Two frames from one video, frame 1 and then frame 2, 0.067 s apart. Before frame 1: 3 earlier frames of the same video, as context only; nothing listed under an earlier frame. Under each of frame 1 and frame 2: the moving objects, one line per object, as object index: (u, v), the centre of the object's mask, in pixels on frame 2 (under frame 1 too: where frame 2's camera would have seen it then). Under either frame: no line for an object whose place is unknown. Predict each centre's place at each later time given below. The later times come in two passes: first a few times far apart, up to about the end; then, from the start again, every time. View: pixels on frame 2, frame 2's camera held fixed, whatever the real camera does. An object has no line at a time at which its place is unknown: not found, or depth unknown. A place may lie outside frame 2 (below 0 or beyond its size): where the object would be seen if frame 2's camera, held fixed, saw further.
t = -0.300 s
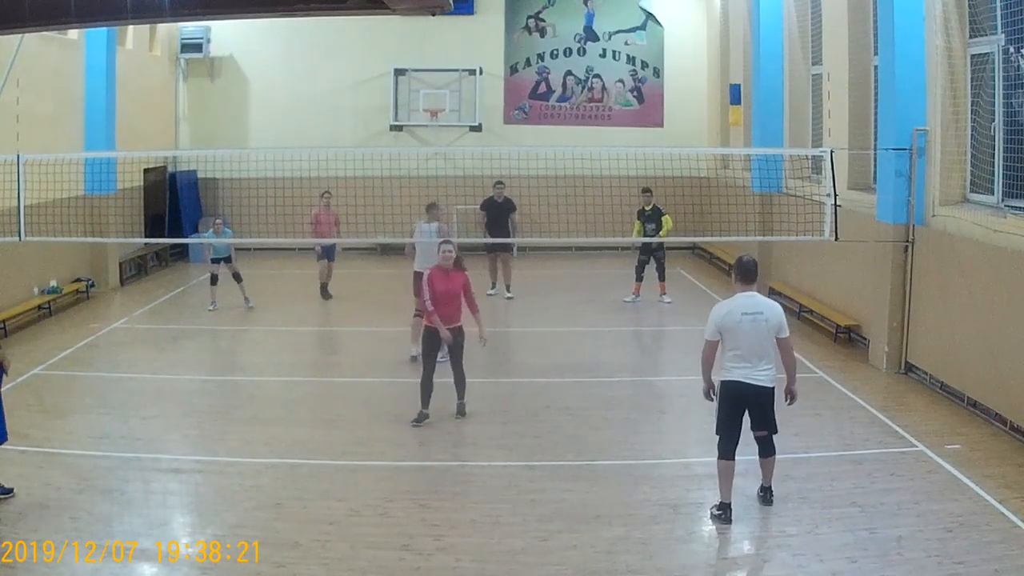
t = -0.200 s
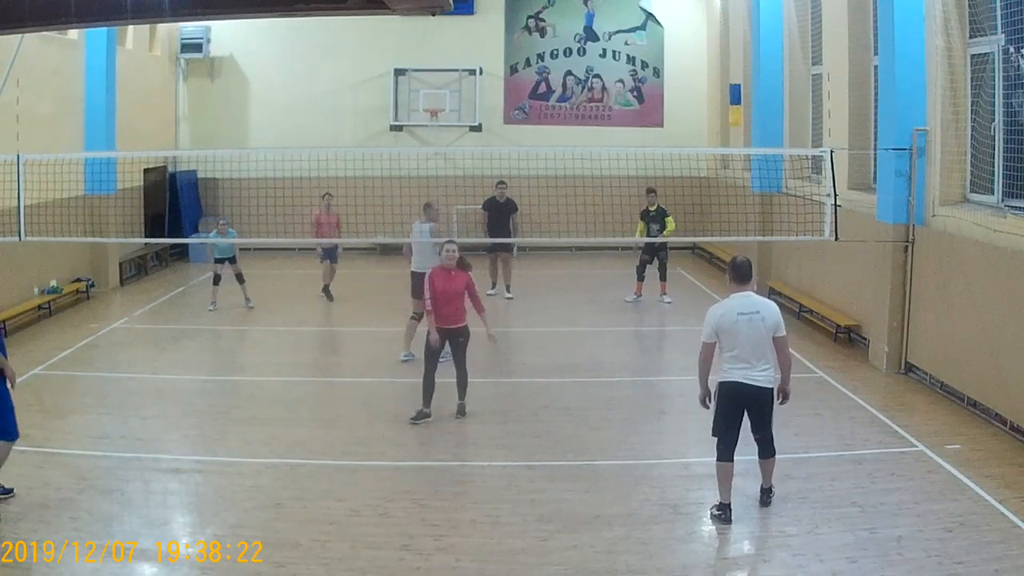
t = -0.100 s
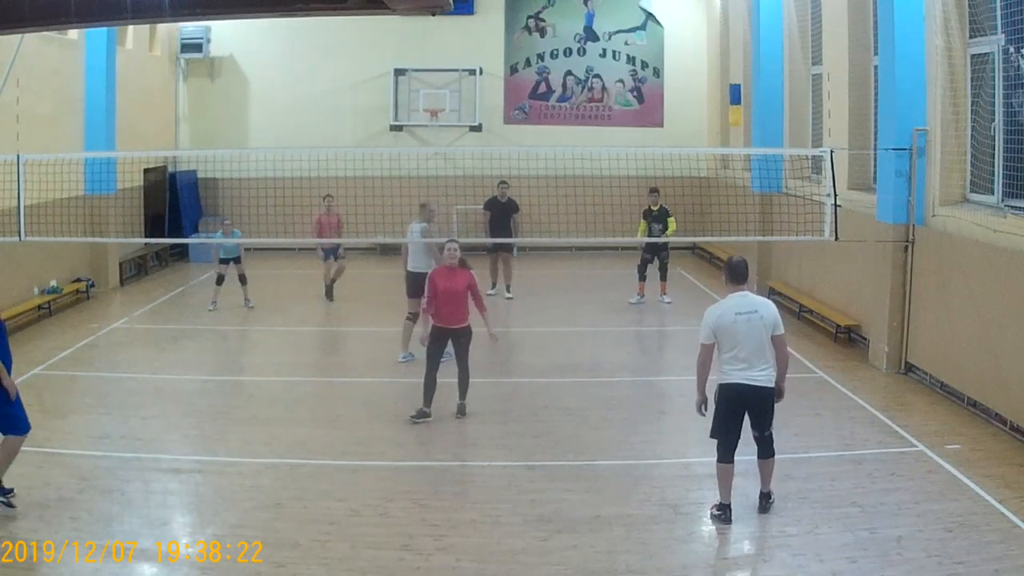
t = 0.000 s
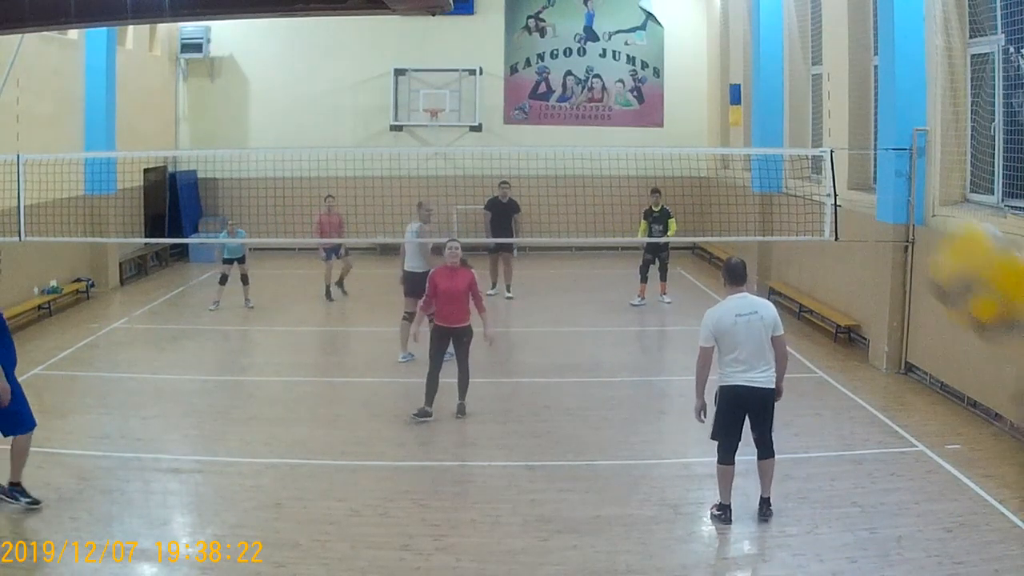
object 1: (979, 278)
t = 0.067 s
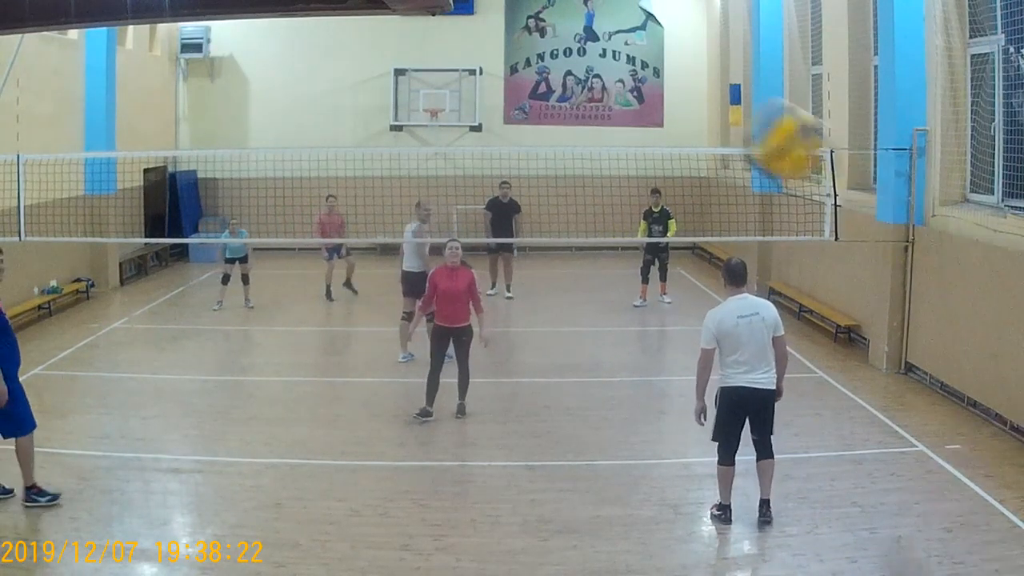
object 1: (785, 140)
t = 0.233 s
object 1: (548, 29)
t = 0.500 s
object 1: (442, 43)
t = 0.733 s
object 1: (414, 107)
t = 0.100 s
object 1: (714, 102)
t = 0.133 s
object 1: (652, 72)
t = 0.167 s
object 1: (612, 52)
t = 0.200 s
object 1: (578, 40)
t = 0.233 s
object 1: (548, 29)
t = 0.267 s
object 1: (529, 25)
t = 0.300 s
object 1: (512, 23)
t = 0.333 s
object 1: (493, 24)
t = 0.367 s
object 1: (479, 25)
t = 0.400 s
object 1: (469, 27)
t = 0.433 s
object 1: (457, 33)
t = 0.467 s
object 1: (449, 39)
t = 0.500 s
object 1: (442, 43)
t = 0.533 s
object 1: (436, 51)
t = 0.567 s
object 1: (431, 60)
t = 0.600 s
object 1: (427, 68)
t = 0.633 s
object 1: (423, 77)
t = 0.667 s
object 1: (420, 86)
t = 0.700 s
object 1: (417, 96)
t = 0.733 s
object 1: (414, 107)
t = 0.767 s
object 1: (412, 115)
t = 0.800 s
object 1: (410, 126)
